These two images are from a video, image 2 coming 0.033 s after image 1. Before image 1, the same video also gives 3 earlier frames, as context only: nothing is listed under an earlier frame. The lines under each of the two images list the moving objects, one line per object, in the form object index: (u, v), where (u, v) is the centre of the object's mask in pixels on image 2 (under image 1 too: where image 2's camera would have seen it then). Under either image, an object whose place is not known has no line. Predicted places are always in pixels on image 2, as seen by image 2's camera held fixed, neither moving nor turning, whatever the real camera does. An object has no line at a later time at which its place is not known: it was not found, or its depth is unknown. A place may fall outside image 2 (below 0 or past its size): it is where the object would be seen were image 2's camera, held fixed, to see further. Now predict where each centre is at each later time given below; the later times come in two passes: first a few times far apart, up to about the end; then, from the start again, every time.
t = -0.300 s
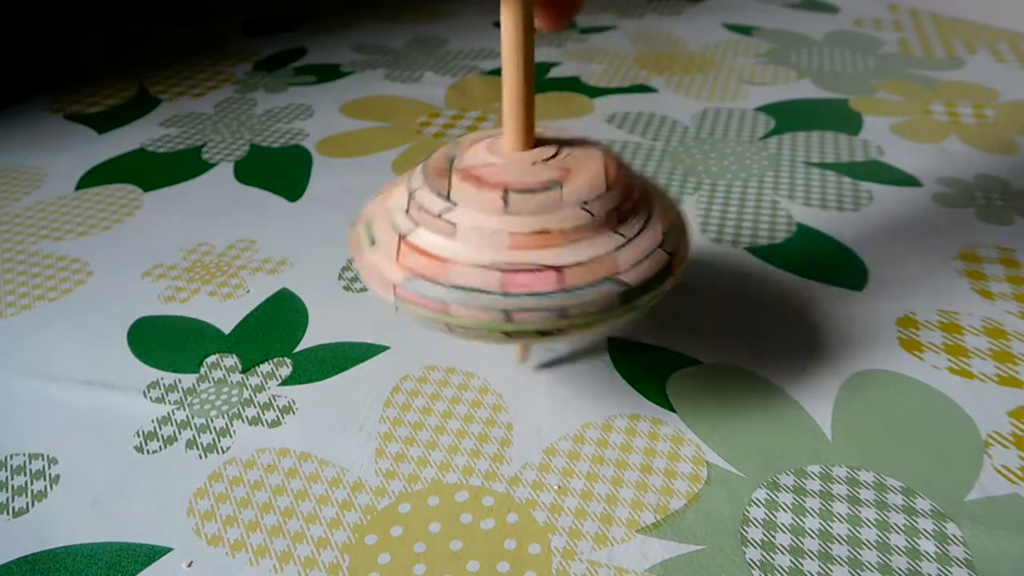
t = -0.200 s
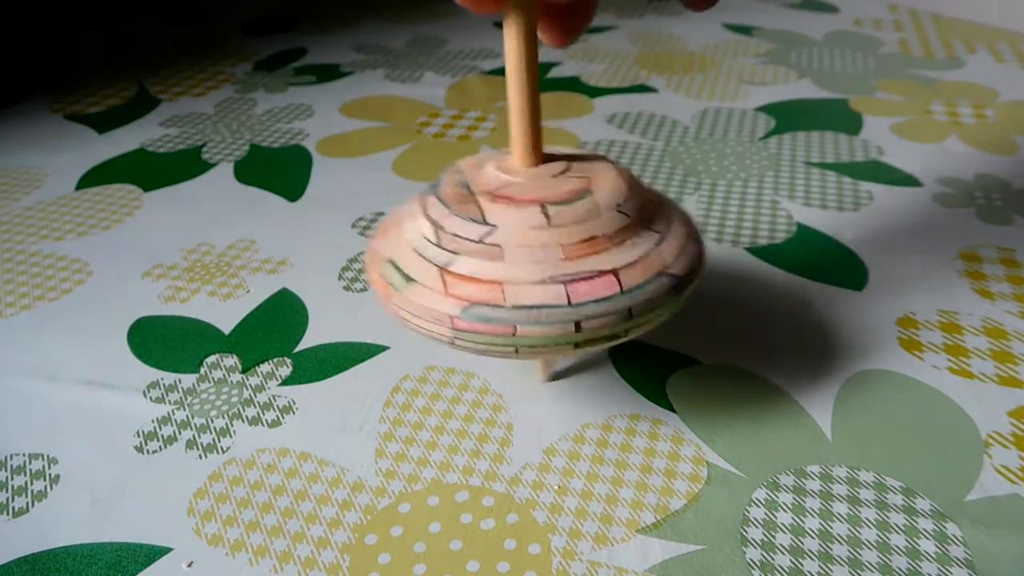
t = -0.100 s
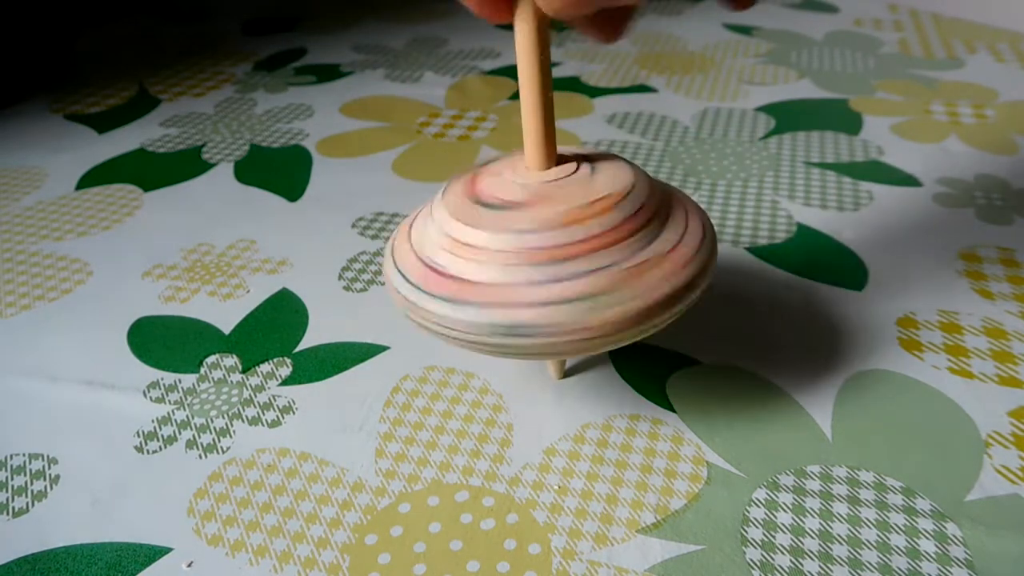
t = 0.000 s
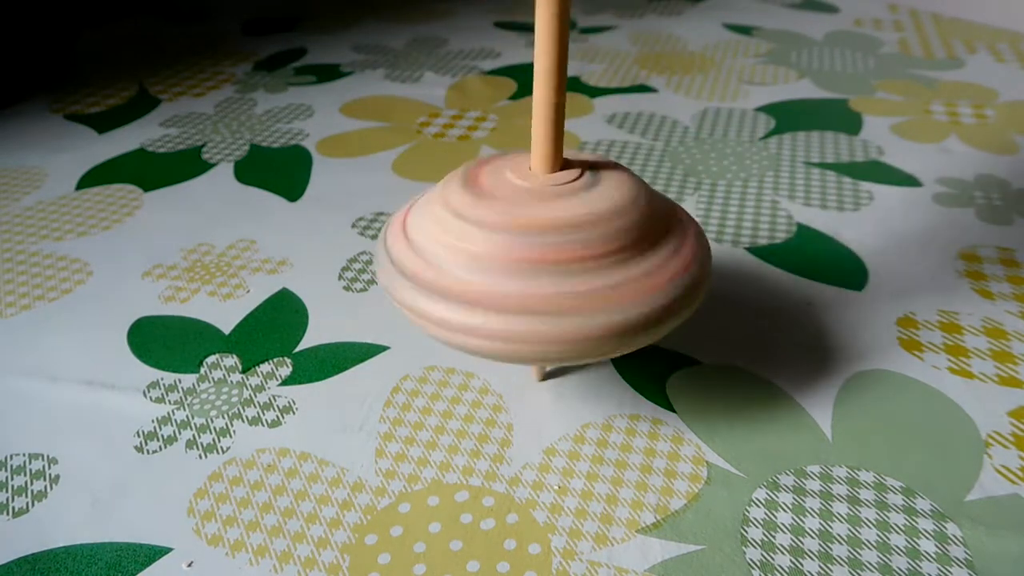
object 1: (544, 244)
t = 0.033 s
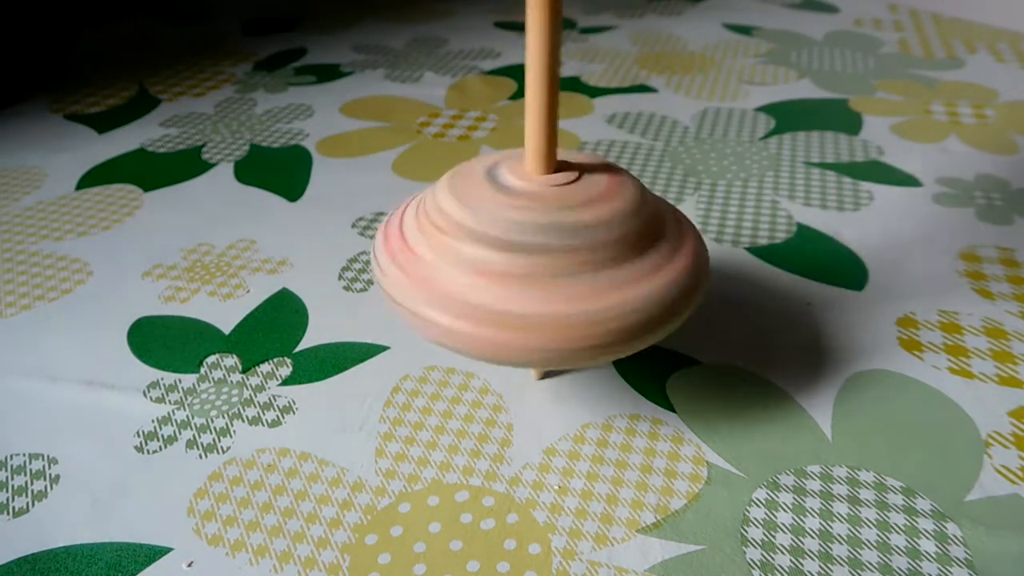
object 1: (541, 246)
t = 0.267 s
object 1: (539, 244)
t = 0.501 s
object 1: (534, 247)
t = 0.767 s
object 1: (541, 245)
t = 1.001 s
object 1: (528, 245)
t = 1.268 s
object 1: (546, 251)
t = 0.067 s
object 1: (537, 247)
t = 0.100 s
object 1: (534, 245)
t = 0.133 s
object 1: (533, 245)
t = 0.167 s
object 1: (533, 243)
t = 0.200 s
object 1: (535, 243)
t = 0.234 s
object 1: (536, 242)
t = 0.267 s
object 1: (539, 244)
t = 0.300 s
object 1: (539, 244)
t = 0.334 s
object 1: (541, 246)
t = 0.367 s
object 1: (540, 246)
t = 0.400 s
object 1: (540, 248)
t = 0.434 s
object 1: (537, 247)
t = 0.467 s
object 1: (536, 248)
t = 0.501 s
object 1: (534, 247)
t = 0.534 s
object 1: (533, 247)
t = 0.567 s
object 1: (532, 245)
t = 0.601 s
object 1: (533, 245)
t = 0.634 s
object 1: (534, 244)
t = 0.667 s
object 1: (536, 244)
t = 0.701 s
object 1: (537, 243)
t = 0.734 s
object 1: (540, 245)
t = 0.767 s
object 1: (541, 245)
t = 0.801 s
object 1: (541, 247)
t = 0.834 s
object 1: (541, 249)
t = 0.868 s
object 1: (539, 249)
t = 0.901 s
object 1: (537, 250)
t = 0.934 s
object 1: (533, 249)
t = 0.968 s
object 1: (531, 248)
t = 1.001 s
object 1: (528, 245)
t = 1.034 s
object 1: (529, 245)
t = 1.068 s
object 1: (531, 241)
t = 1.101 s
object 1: (535, 242)
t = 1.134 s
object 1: (538, 240)
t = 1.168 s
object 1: (544, 243)
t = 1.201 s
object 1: (546, 244)
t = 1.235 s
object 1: (547, 249)
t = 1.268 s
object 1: (546, 251)
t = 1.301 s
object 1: (543, 255)
